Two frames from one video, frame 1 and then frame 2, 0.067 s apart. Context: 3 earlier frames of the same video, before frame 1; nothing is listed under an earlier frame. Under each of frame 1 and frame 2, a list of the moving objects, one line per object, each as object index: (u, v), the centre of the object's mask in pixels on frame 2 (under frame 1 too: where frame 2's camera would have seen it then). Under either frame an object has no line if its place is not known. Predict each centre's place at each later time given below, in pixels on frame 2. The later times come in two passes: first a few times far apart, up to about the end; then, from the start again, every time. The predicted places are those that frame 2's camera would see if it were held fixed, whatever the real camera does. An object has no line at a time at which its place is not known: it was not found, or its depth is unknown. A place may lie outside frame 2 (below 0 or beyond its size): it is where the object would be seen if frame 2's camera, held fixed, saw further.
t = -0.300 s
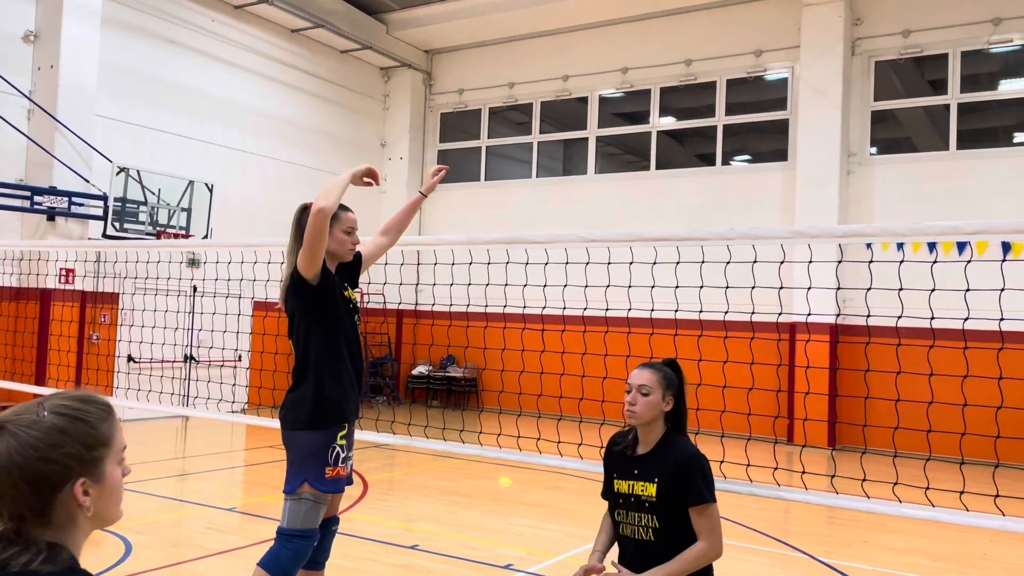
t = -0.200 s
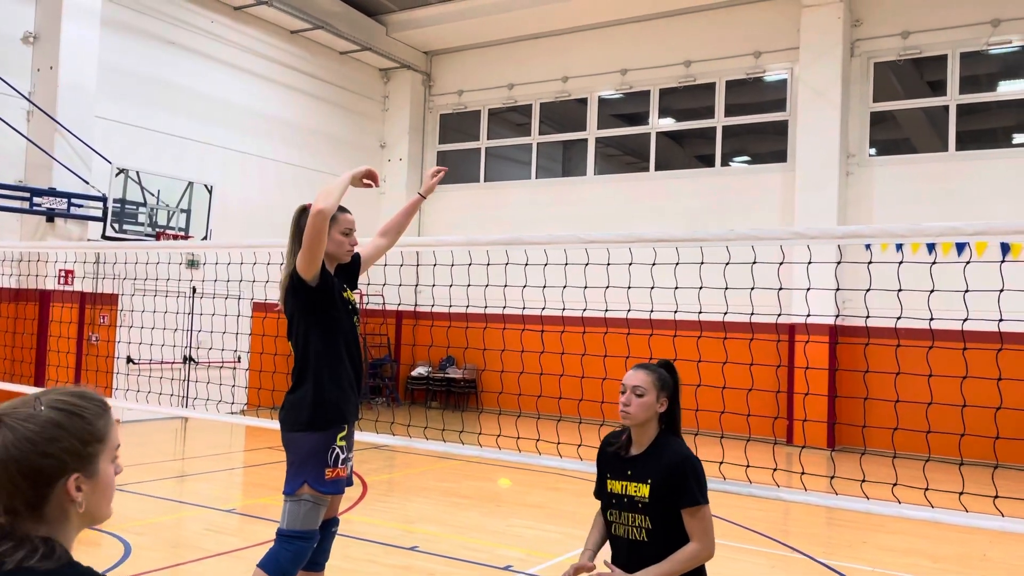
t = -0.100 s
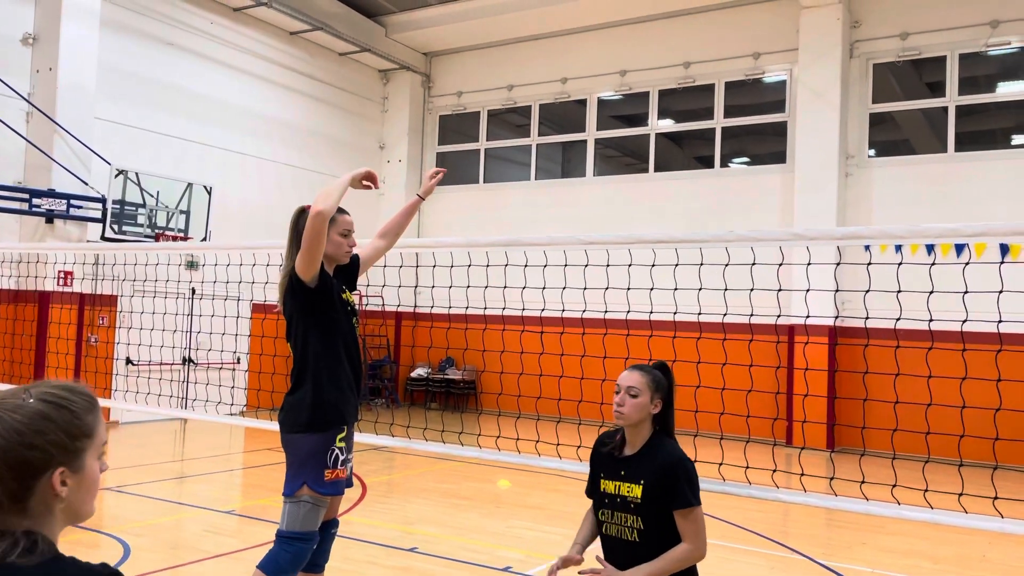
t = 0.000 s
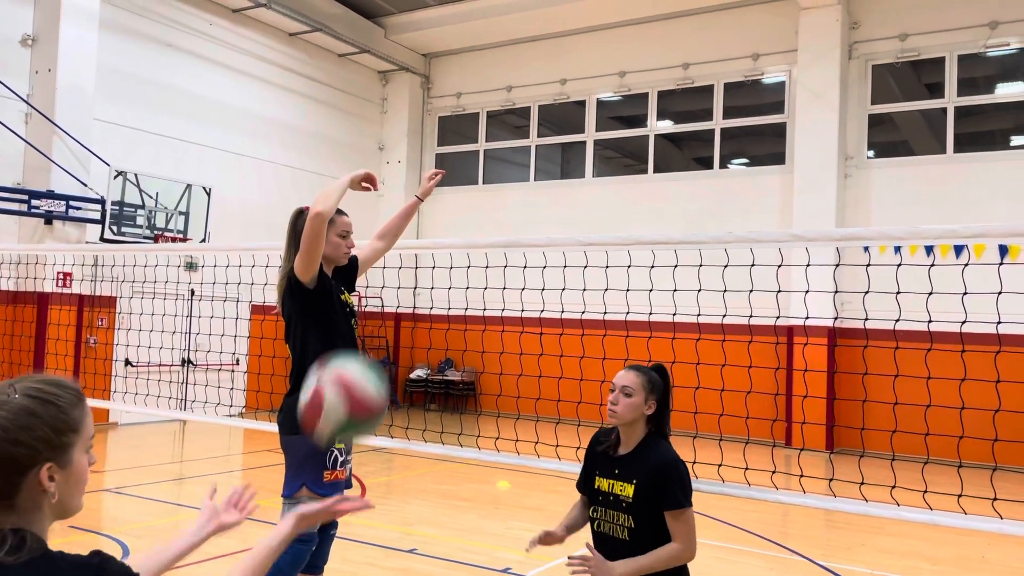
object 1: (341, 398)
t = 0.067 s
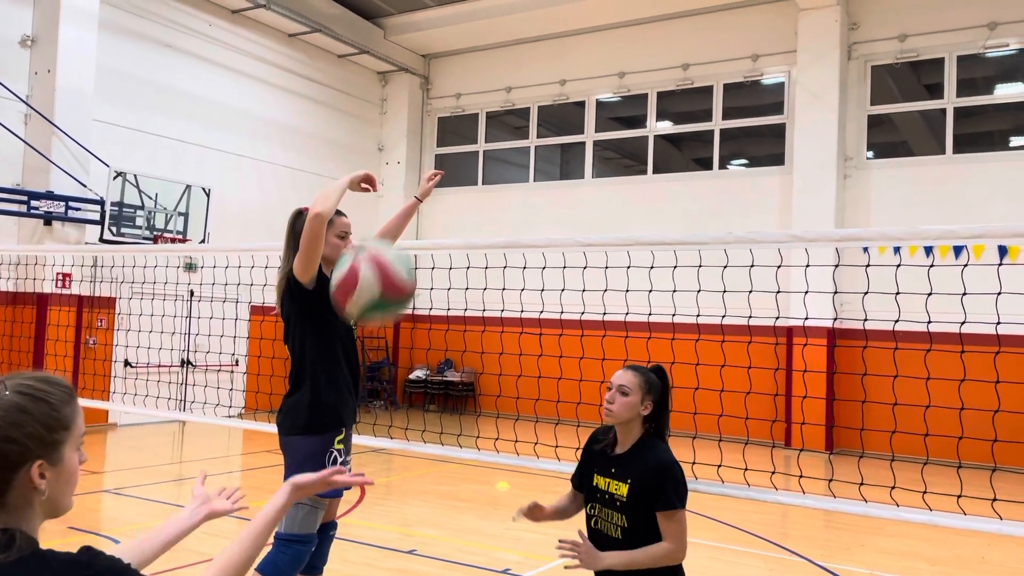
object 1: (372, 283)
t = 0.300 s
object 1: (453, 54)
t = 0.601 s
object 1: (520, 68)
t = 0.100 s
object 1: (387, 233)
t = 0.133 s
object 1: (399, 191)
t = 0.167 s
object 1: (412, 152)
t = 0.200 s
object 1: (423, 121)
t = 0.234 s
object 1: (434, 95)
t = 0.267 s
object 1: (444, 73)
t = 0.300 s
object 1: (453, 54)
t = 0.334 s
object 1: (463, 41)
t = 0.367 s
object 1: (472, 33)
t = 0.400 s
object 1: (480, 28)
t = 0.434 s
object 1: (488, 27)
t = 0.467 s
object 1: (495, 28)
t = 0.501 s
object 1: (501, 34)
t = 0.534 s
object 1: (509, 42)
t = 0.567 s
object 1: (515, 54)
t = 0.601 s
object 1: (520, 68)
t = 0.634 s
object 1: (527, 87)
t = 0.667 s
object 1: (533, 107)
